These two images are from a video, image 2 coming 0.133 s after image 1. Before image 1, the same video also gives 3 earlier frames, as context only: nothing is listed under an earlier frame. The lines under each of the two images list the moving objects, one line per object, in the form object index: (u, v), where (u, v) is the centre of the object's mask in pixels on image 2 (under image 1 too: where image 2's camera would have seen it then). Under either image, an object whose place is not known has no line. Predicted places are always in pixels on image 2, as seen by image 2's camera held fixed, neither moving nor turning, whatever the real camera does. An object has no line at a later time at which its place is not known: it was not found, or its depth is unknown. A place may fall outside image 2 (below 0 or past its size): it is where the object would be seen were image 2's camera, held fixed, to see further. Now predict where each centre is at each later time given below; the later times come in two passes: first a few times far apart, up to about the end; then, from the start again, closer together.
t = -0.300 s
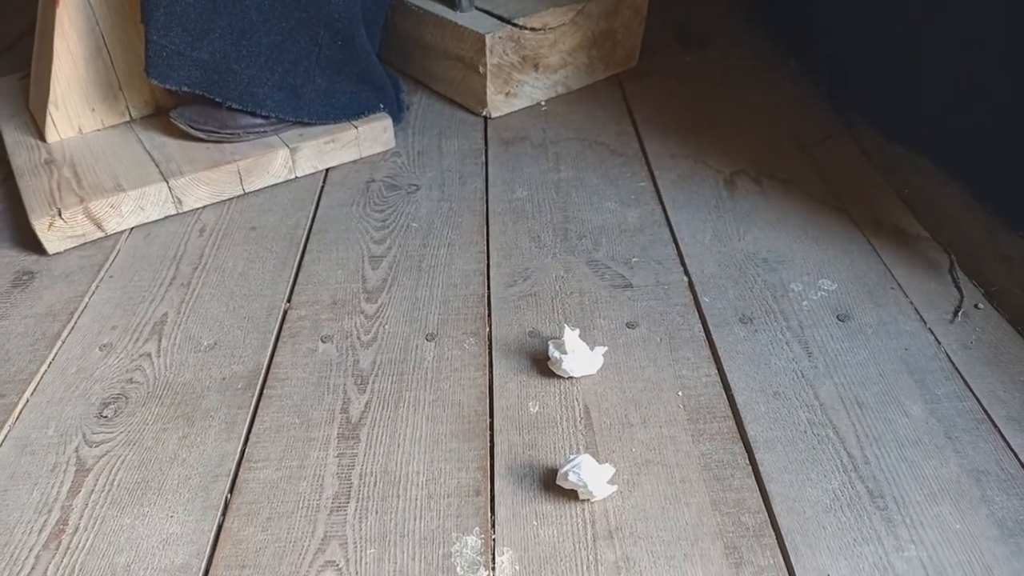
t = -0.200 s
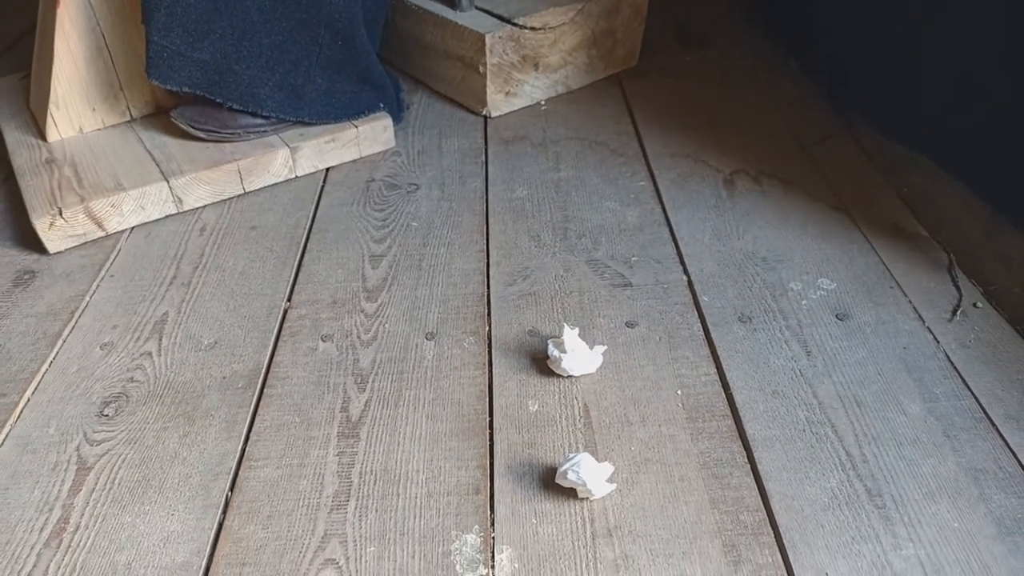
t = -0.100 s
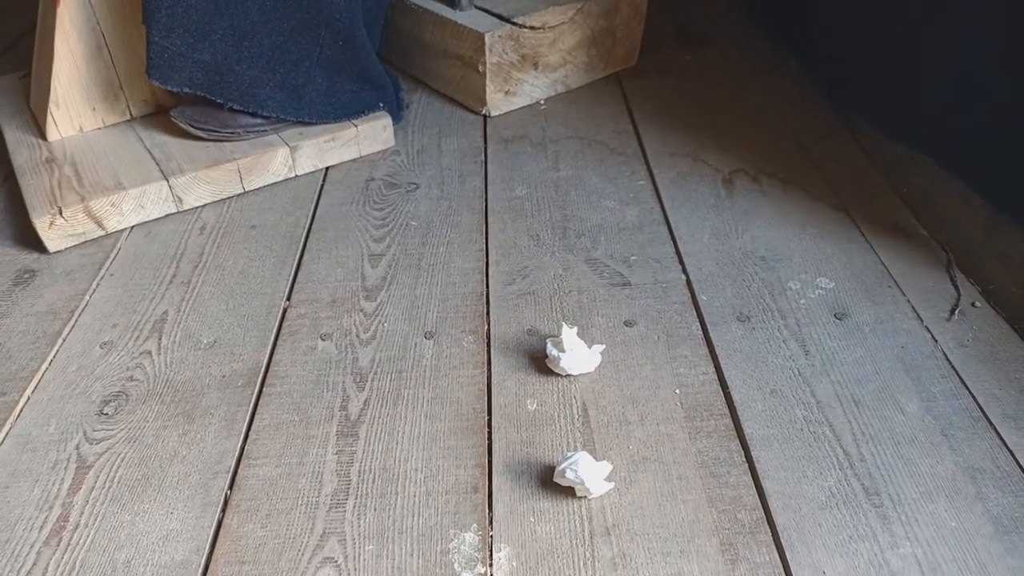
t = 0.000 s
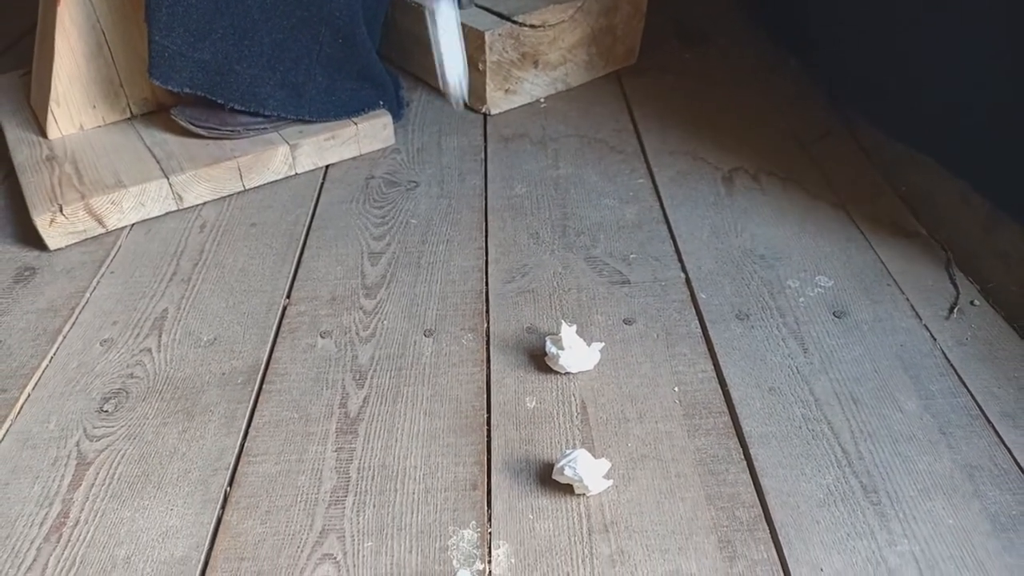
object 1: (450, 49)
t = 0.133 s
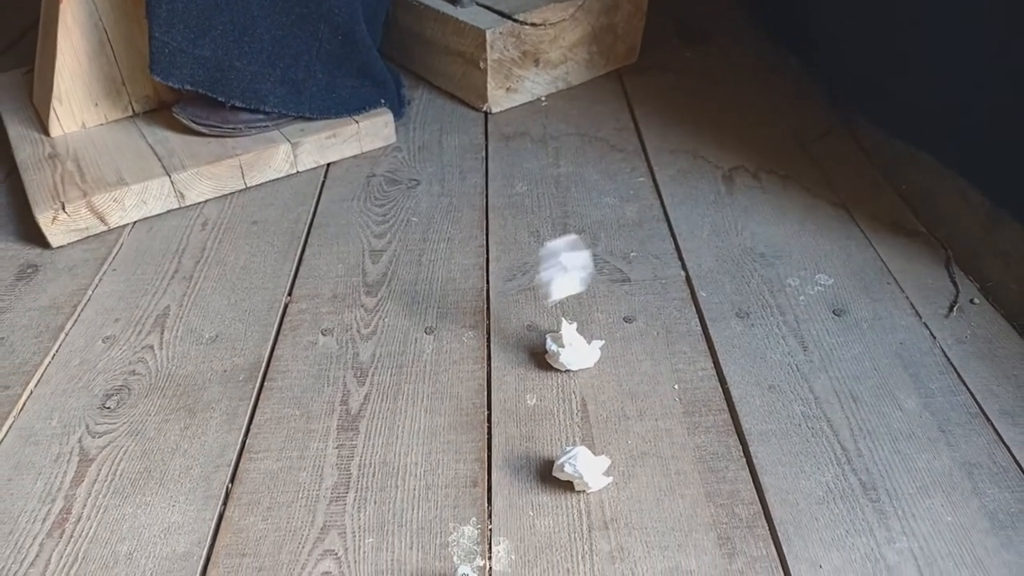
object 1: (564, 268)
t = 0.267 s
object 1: (750, 302)
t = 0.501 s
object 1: (974, 451)
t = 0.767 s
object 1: (1001, 450)
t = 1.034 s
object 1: (1005, 451)
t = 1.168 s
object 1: (1008, 451)
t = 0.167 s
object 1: (607, 258)
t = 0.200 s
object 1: (654, 260)
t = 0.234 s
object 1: (706, 274)
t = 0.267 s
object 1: (750, 302)
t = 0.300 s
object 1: (794, 338)
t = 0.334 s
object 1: (834, 384)
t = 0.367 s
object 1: (869, 436)
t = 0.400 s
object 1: (900, 452)
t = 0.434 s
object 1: (928, 444)
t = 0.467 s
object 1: (952, 444)
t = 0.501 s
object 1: (974, 451)
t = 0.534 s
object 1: (988, 453)
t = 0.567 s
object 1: (992, 450)
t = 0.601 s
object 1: (997, 449)
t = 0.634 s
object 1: (1000, 447)
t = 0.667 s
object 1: (1007, 441)
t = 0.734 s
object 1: (1004, 447)
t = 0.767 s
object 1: (1001, 450)
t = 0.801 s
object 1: (1001, 450)
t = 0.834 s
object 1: (1002, 450)
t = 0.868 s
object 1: (1003, 450)
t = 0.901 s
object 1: (1003, 450)
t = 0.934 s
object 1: (1003, 451)
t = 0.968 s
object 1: (1003, 451)
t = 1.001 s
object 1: (1004, 451)
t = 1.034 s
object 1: (1005, 451)
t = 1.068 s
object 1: (1006, 451)
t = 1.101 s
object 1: (1006, 451)
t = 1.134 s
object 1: (1007, 451)
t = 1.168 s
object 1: (1008, 451)
